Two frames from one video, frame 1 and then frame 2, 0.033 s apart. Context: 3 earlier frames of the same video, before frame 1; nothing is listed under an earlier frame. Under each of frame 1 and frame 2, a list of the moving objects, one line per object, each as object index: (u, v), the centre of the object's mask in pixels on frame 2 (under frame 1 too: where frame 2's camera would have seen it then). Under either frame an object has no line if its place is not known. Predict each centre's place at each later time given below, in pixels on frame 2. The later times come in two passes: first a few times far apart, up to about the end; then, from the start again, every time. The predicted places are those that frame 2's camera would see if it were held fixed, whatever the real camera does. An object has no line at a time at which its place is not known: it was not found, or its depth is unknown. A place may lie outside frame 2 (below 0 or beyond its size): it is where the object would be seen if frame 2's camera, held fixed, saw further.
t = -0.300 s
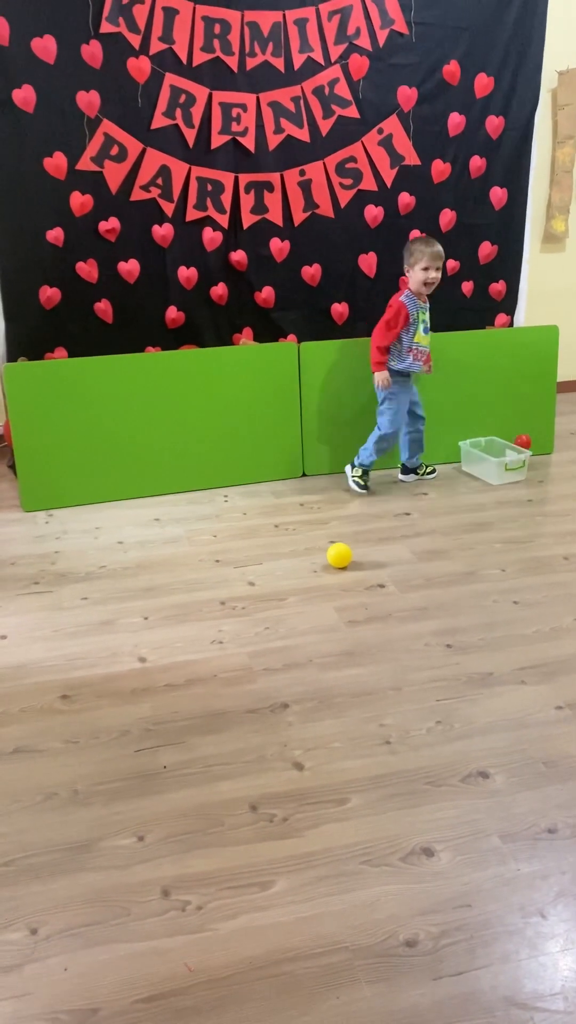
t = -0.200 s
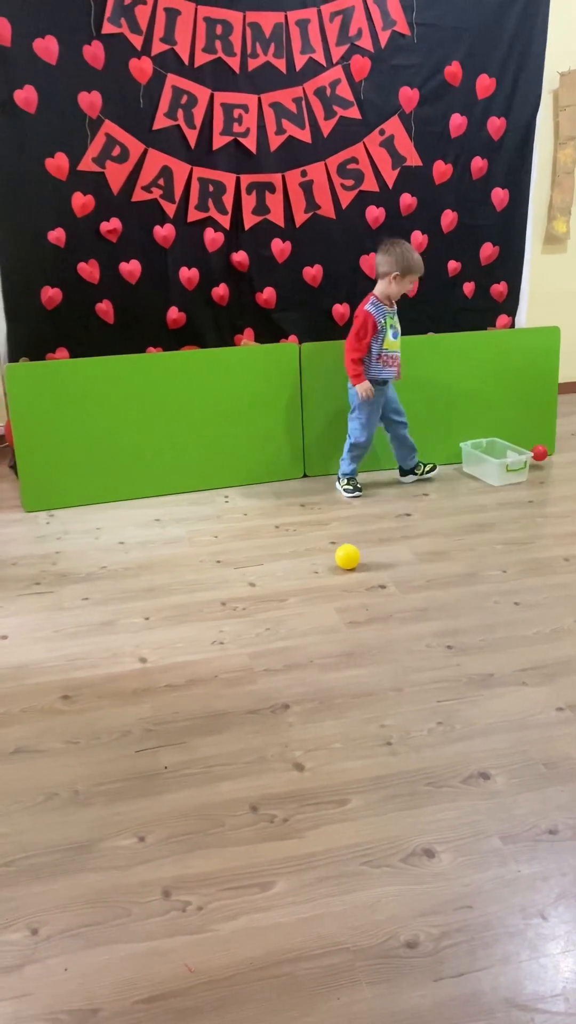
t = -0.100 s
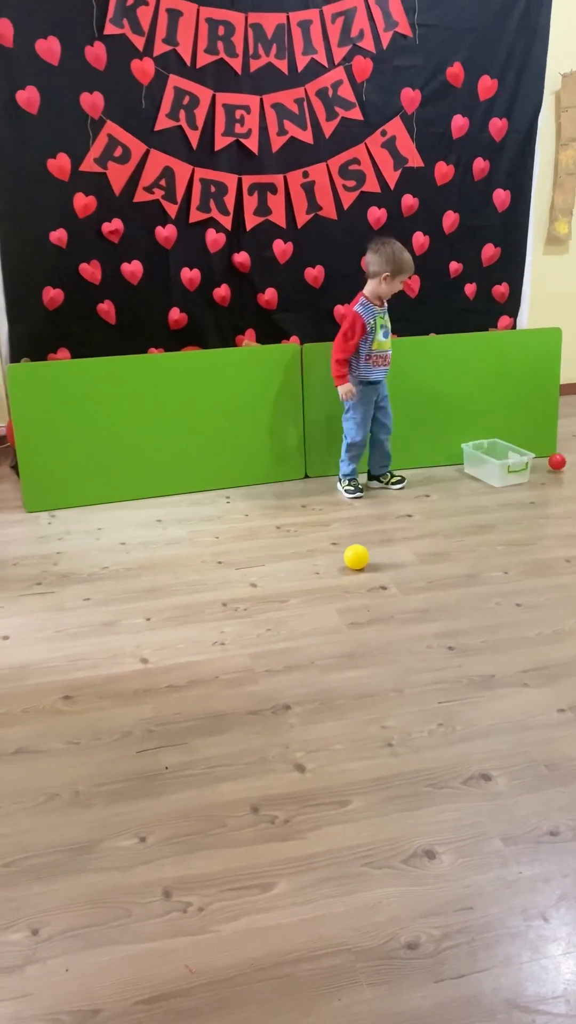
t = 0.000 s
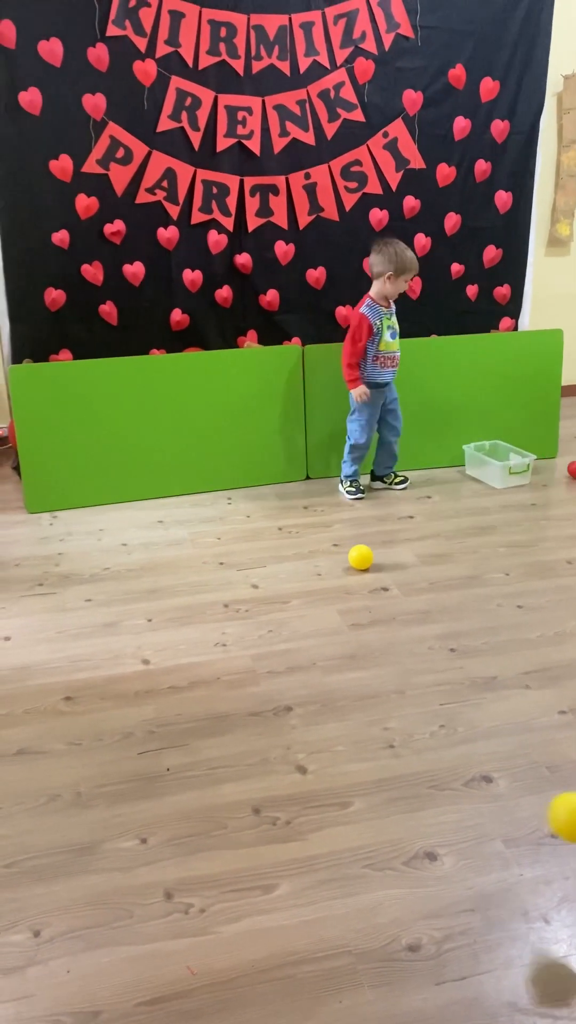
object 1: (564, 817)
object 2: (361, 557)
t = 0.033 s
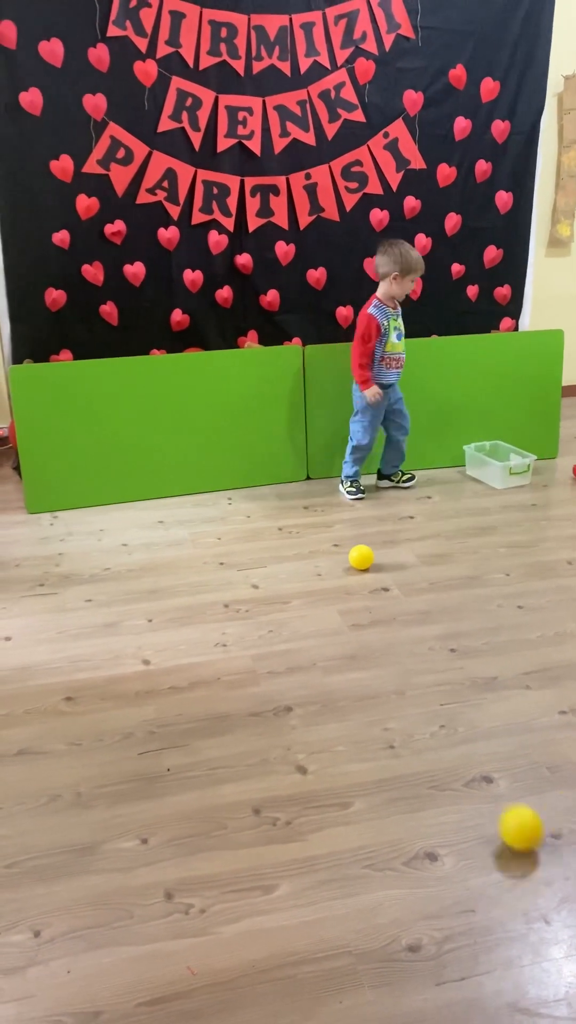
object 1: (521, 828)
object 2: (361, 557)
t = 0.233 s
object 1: (338, 655)
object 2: (351, 557)
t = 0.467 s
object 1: (215, 579)
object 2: (344, 560)
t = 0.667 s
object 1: (131, 539)
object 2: (353, 558)
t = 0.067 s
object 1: (473, 733)
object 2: (360, 556)
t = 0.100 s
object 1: (444, 693)
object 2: (359, 556)
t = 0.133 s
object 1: (416, 676)
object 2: (357, 556)
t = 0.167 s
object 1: (379, 679)
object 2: (355, 556)
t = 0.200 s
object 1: (358, 695)
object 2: (353, 556)
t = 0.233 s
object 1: (338, 655)
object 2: (351, 557)
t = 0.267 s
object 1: (310, 627)
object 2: (348, 557)
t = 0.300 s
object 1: (294, 626)
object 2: (347, 558)
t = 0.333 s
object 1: (279, 630)
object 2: (346, 558)
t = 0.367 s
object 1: (263, 606)
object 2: (345, 559)
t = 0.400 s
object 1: (242, 595)
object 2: (344, 559)
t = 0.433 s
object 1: (230, 594)
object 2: (344, 560)
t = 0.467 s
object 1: (215, 579)
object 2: (344, 560)
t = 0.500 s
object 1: (196, 573)
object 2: (345, 560)
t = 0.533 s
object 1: (184, 564)
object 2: (346, 560)
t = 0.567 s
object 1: (172, 559)
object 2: (347, 560)
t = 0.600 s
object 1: (155, 550)
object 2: (350, 559)
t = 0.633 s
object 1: (144, 545)
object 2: (352, 559)
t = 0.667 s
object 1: (131, 539)
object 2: (353, 558)
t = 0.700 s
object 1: (120, 534)
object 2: (355, 558)
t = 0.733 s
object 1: (104, 526)
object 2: (357, 557)
